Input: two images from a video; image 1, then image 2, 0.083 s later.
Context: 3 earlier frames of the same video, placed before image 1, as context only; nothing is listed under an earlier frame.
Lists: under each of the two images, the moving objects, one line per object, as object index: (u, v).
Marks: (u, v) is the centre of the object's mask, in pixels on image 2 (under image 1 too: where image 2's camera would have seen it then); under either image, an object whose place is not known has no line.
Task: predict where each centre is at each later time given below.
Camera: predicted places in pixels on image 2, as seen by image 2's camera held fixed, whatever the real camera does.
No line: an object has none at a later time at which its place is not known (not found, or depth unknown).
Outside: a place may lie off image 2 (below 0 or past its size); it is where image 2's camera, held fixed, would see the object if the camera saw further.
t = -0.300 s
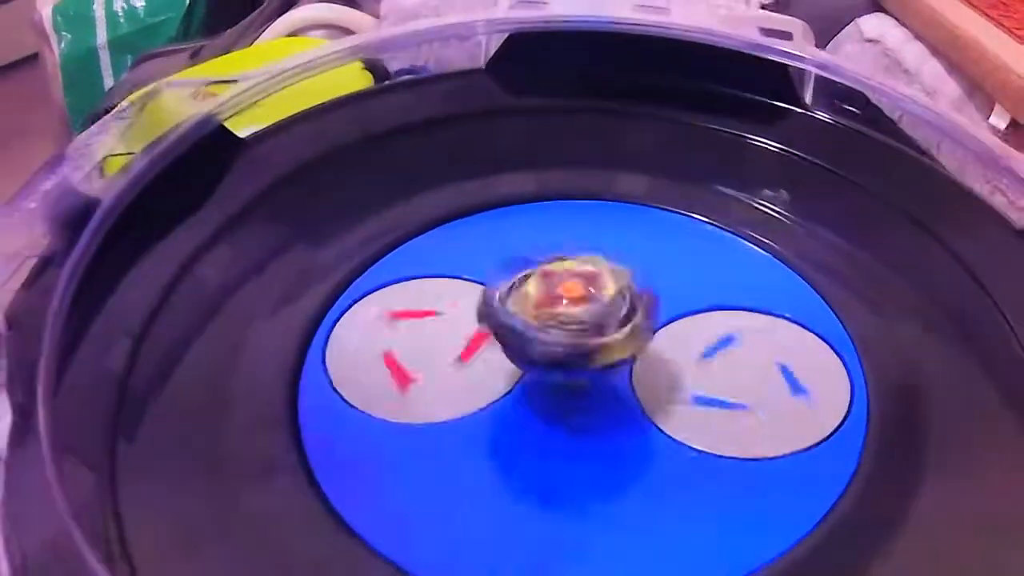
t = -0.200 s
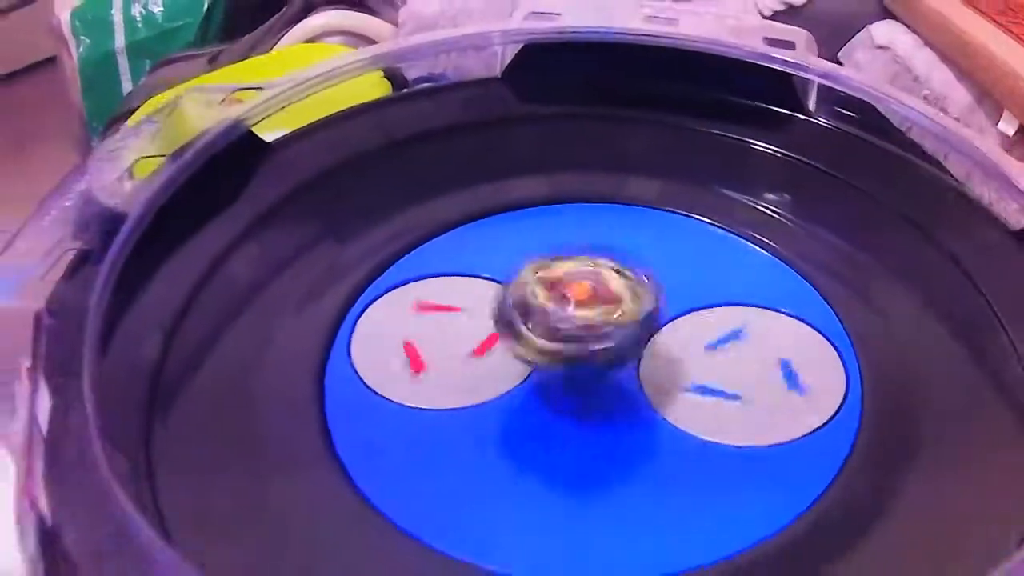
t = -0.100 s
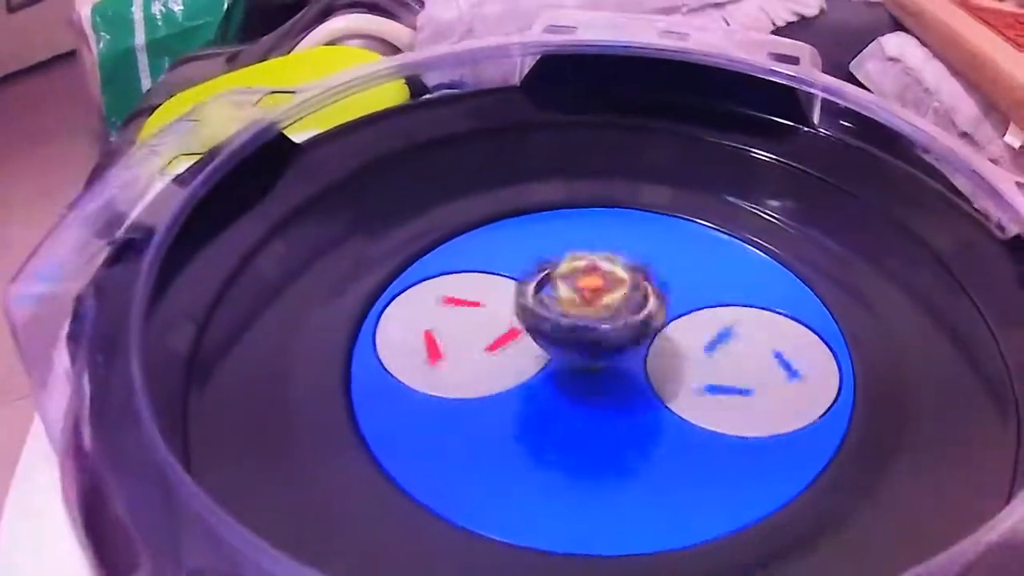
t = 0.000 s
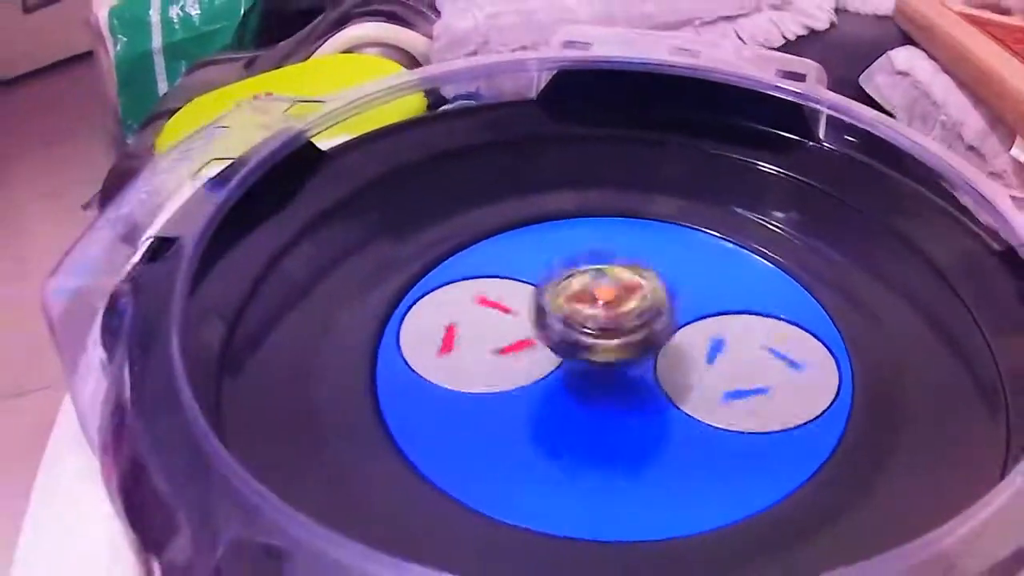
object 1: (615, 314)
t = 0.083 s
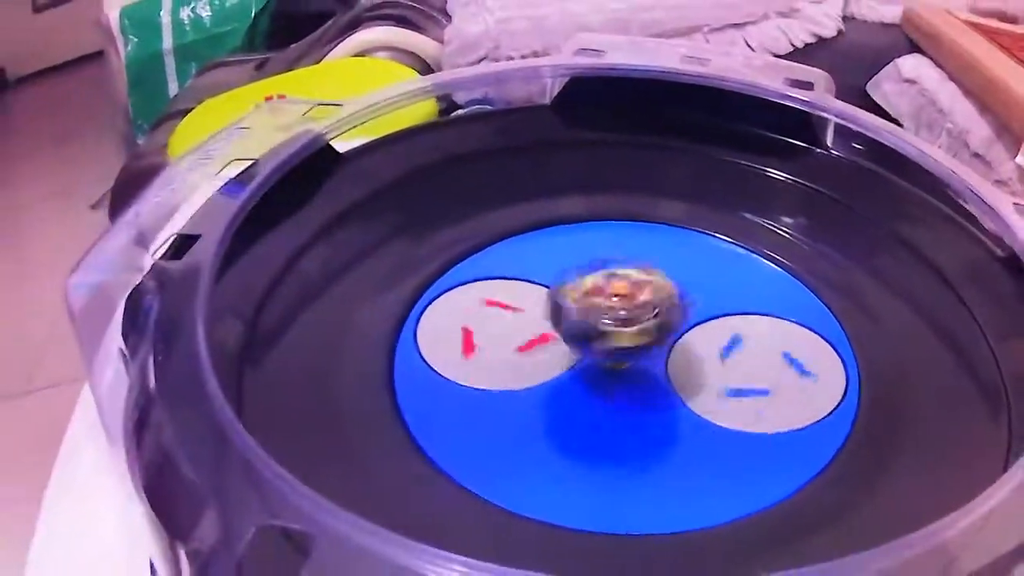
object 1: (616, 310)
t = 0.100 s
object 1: (618, 312)
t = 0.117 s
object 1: (619, 312)
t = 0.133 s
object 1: (619, 313)
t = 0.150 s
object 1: (621, 314)
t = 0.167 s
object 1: (622, 315)
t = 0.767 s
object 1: (626, 312)
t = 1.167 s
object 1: (624, 316)
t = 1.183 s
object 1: (626, 315)
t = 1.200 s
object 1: (627, 317)
